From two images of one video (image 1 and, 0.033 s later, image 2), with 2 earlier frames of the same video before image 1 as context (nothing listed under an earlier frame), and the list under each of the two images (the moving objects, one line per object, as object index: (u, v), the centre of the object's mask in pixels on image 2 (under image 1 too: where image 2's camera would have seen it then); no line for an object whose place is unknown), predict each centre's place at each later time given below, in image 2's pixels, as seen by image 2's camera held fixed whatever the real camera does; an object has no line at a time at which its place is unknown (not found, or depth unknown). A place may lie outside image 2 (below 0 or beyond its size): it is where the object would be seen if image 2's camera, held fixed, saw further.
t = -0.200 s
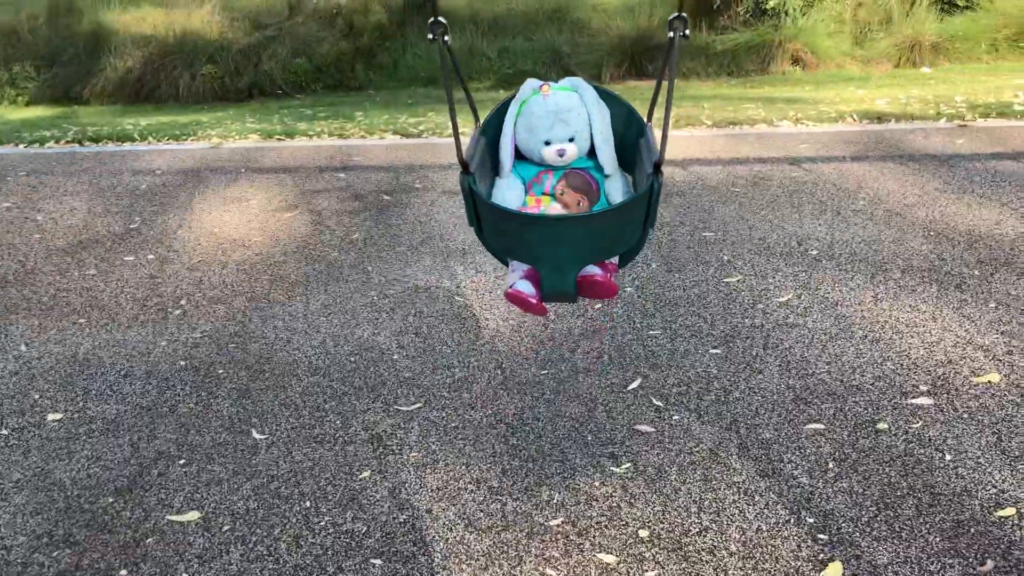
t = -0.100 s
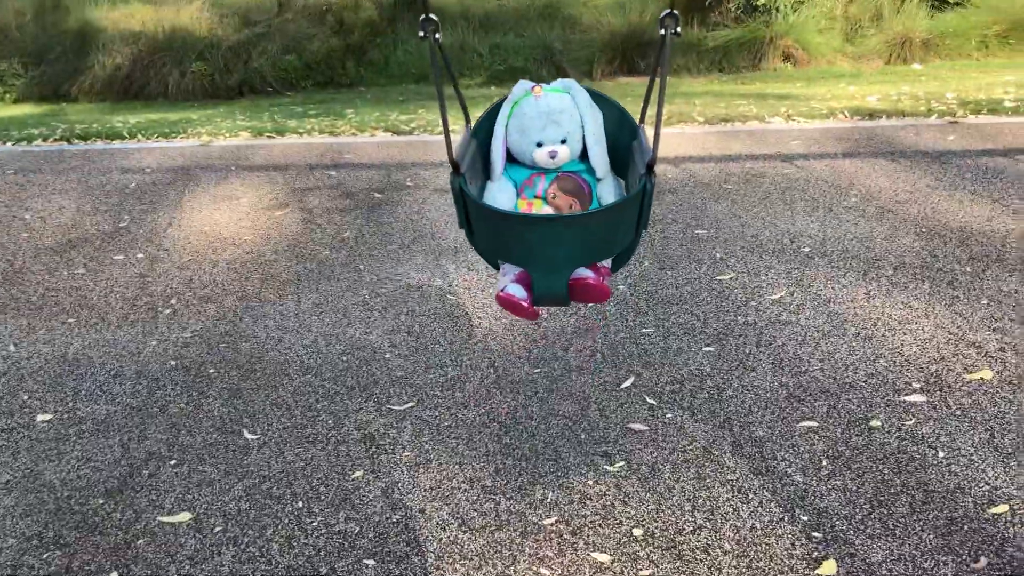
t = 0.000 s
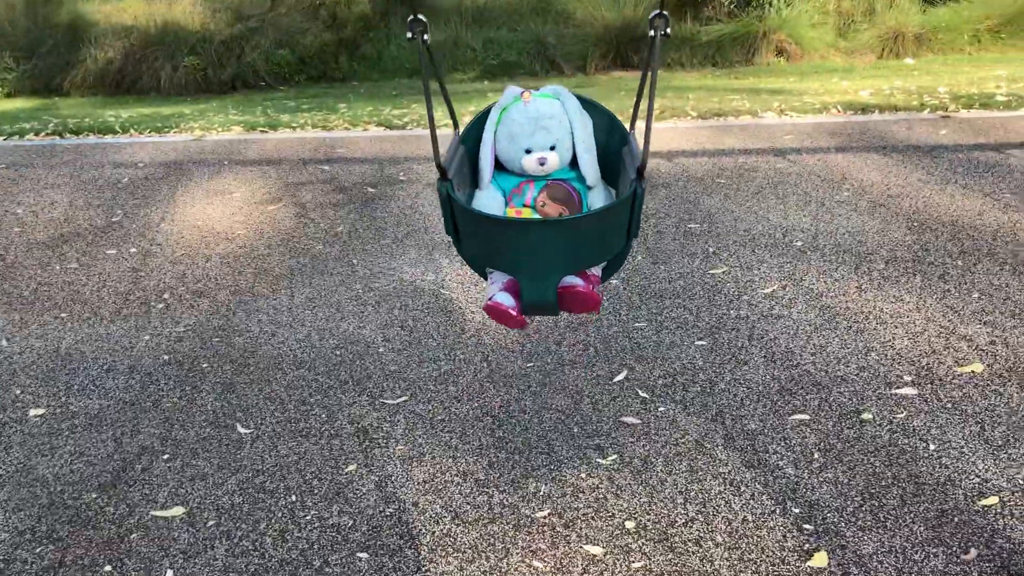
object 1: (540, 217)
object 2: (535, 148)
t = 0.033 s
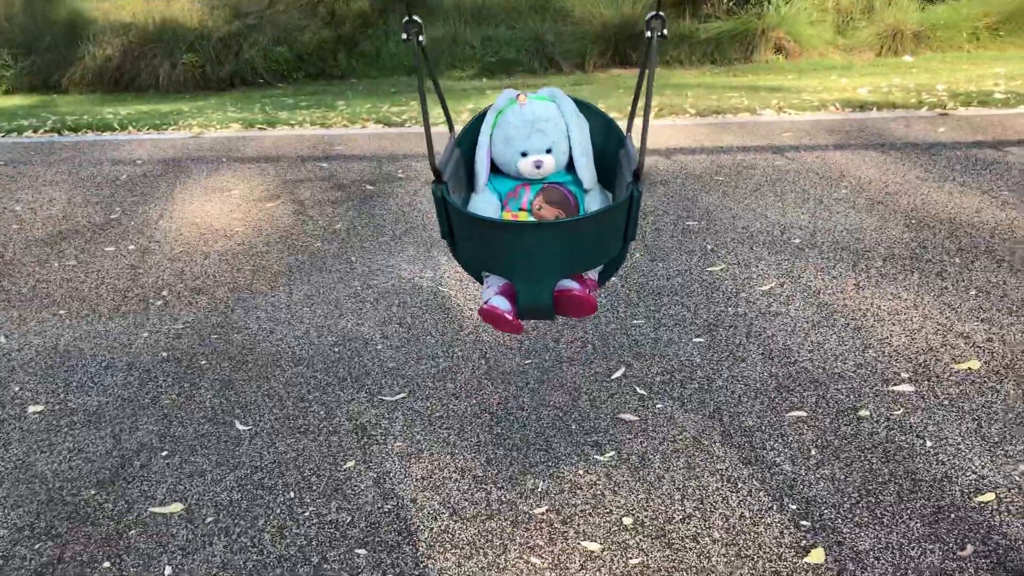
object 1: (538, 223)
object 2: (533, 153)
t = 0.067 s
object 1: (535, 229)
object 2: (531, 160)
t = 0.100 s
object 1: (539, 237)
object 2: (528, 168)
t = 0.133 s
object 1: (530, 246)
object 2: (525, 176)
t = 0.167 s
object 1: (524, 256)
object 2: (522, 185)
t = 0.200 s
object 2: (519, 194)
